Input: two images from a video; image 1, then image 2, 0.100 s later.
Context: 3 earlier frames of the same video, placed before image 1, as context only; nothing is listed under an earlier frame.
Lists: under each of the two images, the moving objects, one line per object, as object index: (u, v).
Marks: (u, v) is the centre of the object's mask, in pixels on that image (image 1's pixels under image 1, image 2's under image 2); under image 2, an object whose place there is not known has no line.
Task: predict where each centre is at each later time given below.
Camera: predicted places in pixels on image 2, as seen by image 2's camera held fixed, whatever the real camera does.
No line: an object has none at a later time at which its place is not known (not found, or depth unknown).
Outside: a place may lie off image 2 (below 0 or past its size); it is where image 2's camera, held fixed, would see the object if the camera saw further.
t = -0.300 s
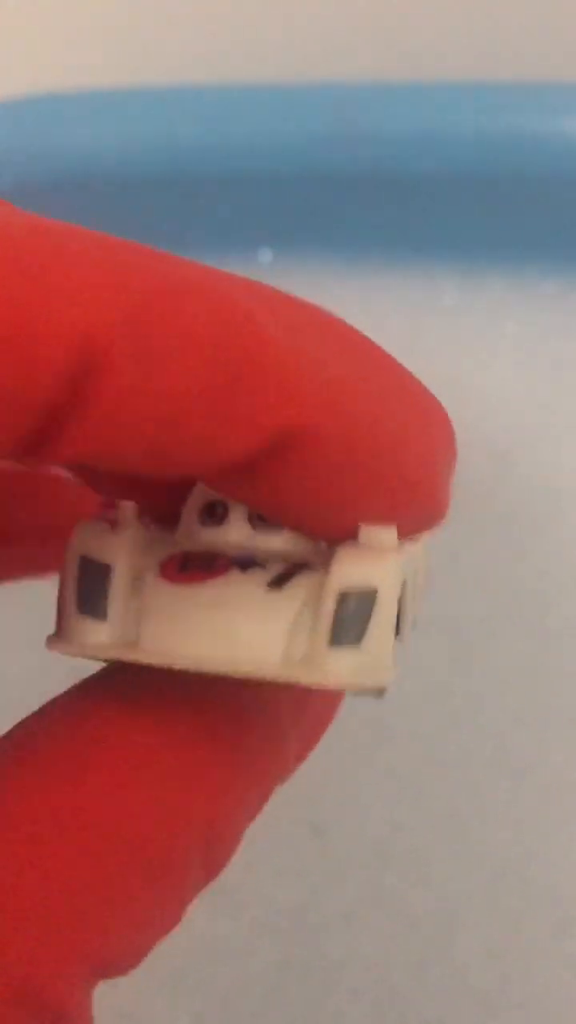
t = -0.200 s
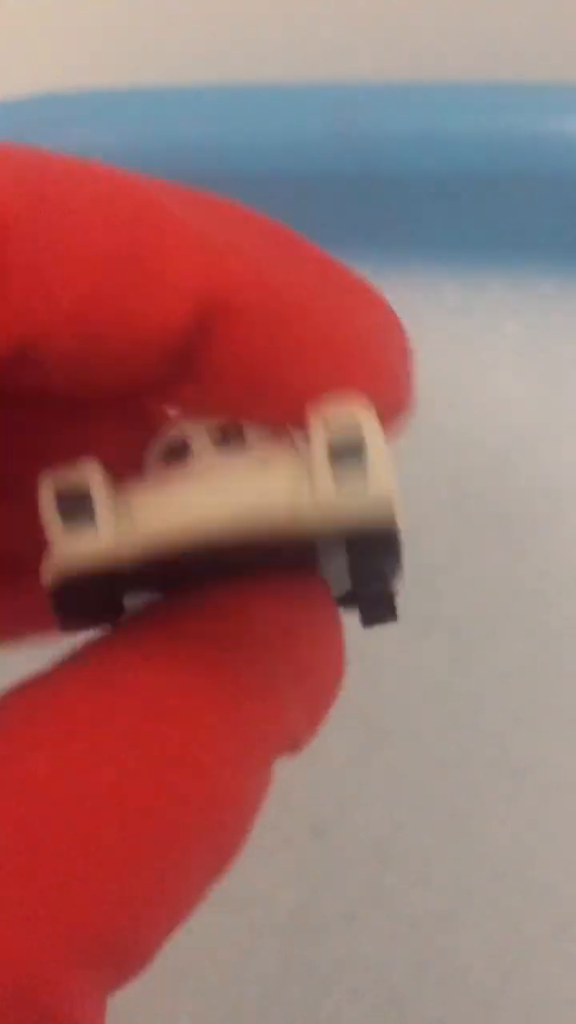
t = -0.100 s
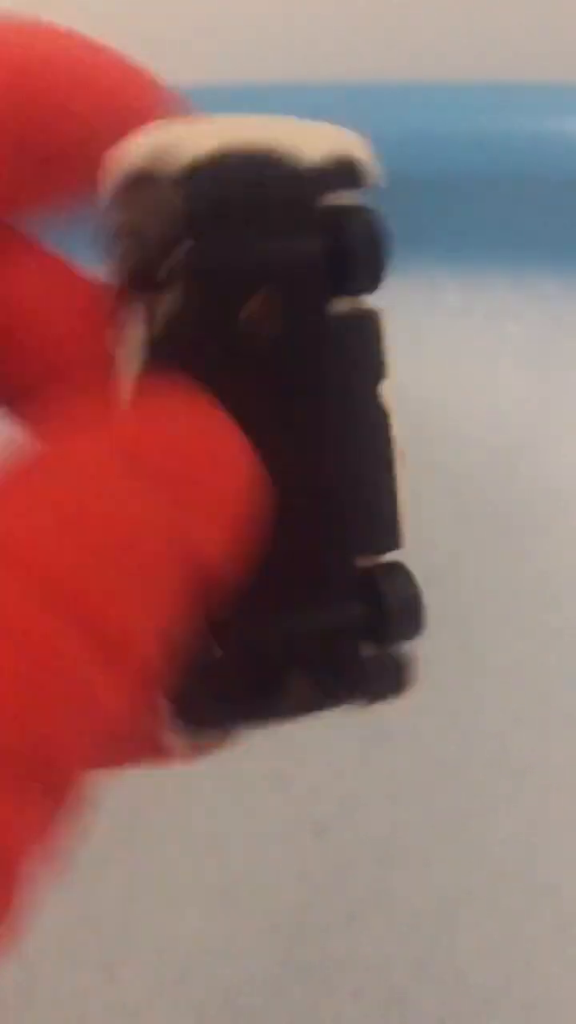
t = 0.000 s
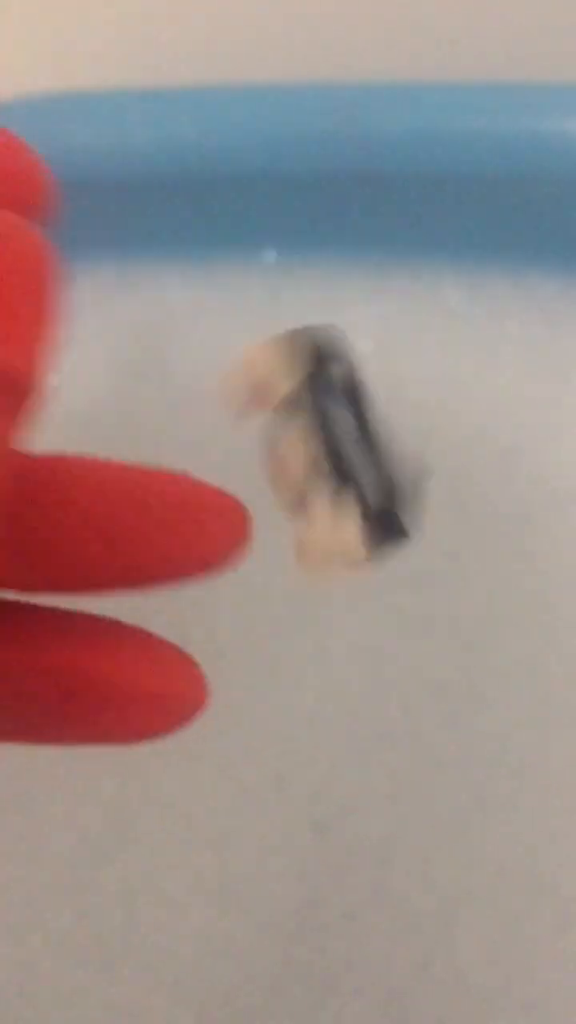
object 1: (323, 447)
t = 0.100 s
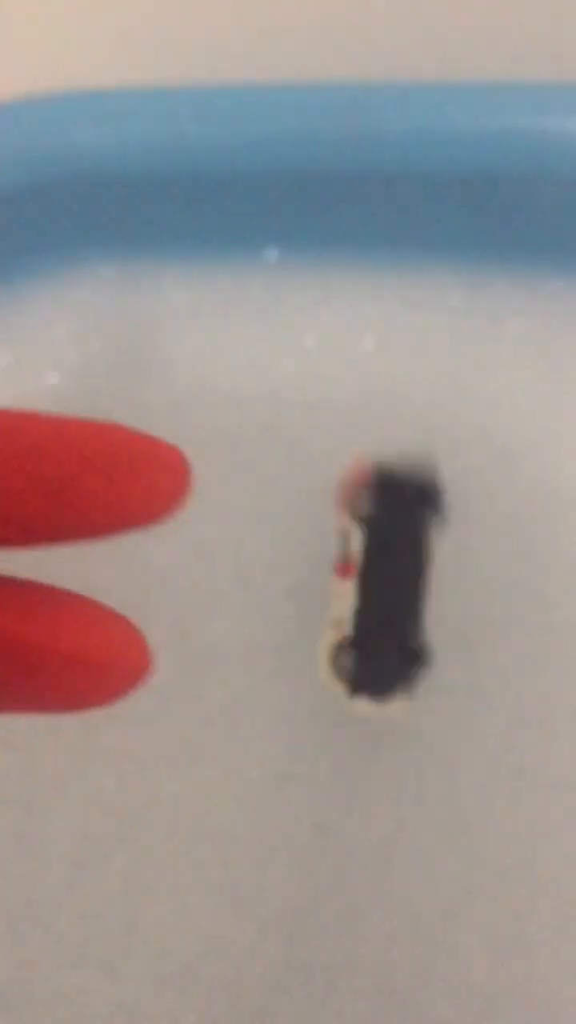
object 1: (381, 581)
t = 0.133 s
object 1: (399, 610)
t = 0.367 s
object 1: (439, 583)
